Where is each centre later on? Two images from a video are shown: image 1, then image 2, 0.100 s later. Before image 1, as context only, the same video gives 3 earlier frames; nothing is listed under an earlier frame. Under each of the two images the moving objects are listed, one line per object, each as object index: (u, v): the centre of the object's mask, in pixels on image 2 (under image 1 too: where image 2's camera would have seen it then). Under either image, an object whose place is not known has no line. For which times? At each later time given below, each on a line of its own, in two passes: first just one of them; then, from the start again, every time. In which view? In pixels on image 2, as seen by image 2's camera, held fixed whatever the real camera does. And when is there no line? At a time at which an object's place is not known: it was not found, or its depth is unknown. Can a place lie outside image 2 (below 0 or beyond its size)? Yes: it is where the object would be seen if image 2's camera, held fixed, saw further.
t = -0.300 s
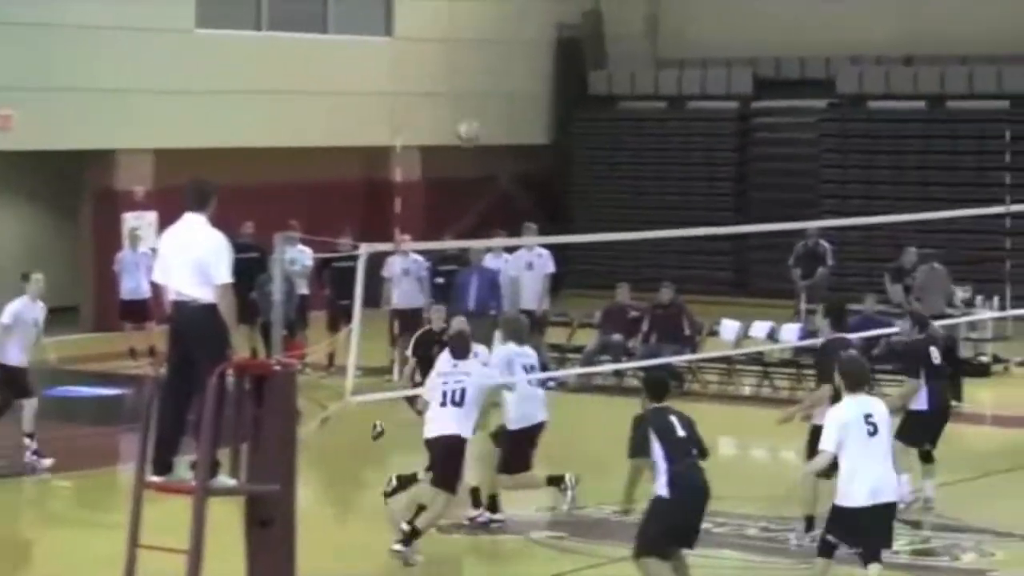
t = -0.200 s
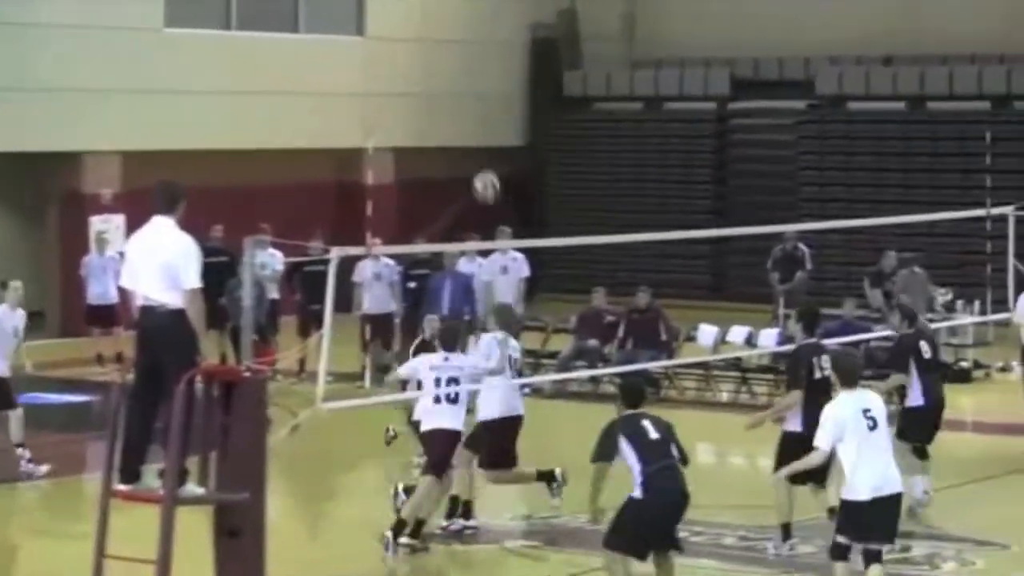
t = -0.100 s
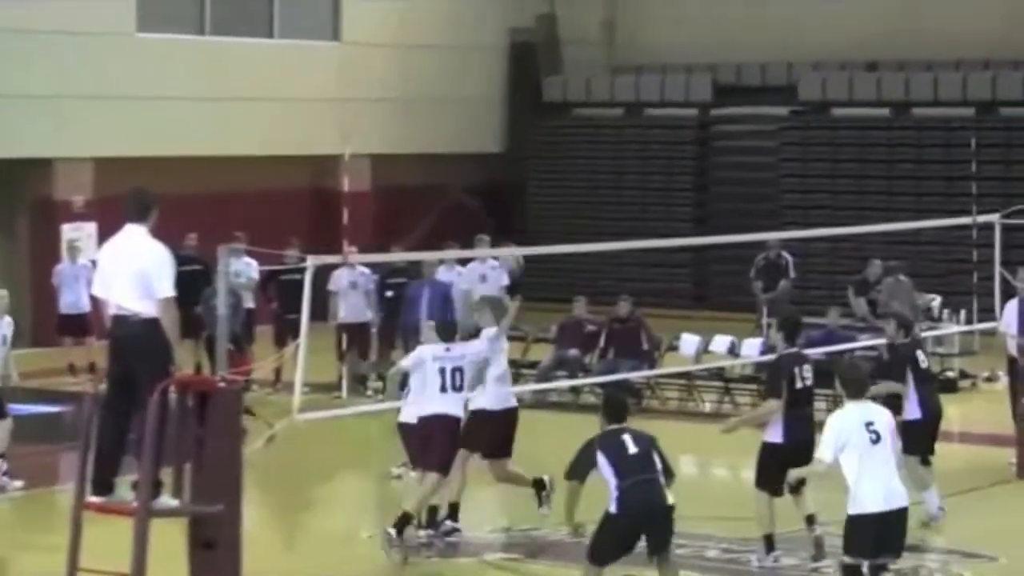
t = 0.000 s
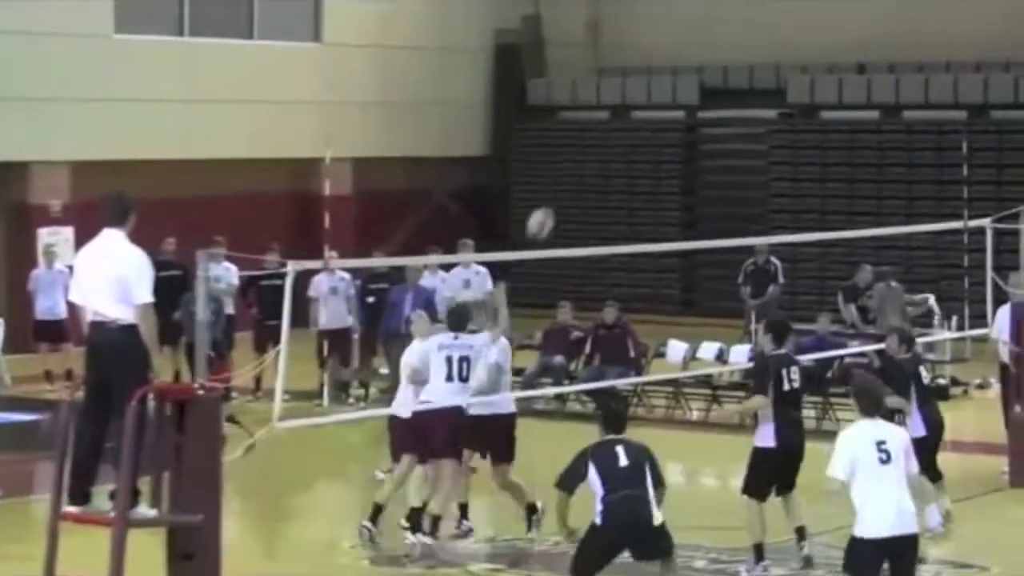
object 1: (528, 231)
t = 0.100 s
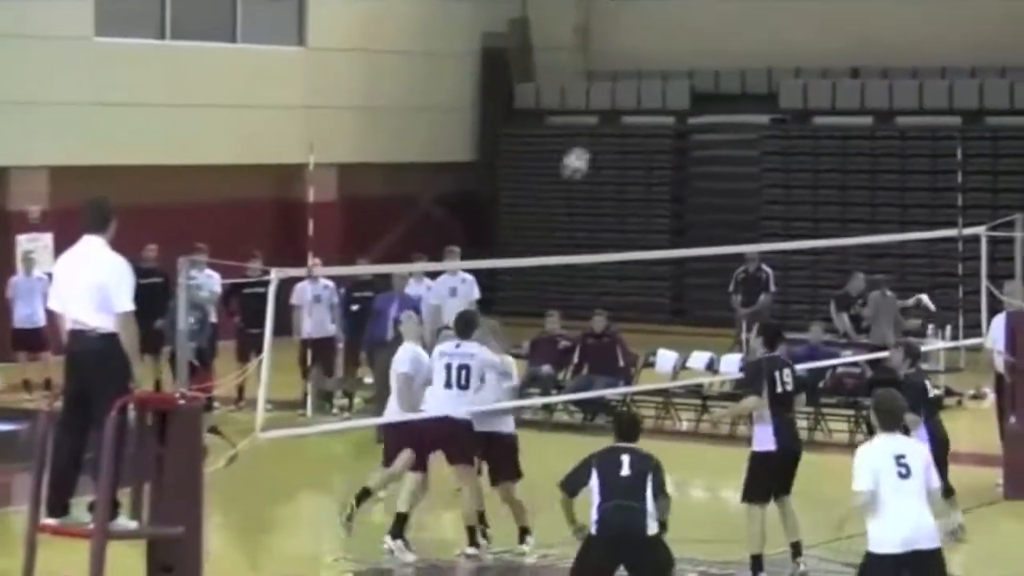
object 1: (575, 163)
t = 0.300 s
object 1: (670, 65)
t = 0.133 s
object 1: (592, 144)
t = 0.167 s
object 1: (608, 124)
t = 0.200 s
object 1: (622, 107)
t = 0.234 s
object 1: (638, 90)
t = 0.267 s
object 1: (653, 76)
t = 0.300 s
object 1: (670, 65)
